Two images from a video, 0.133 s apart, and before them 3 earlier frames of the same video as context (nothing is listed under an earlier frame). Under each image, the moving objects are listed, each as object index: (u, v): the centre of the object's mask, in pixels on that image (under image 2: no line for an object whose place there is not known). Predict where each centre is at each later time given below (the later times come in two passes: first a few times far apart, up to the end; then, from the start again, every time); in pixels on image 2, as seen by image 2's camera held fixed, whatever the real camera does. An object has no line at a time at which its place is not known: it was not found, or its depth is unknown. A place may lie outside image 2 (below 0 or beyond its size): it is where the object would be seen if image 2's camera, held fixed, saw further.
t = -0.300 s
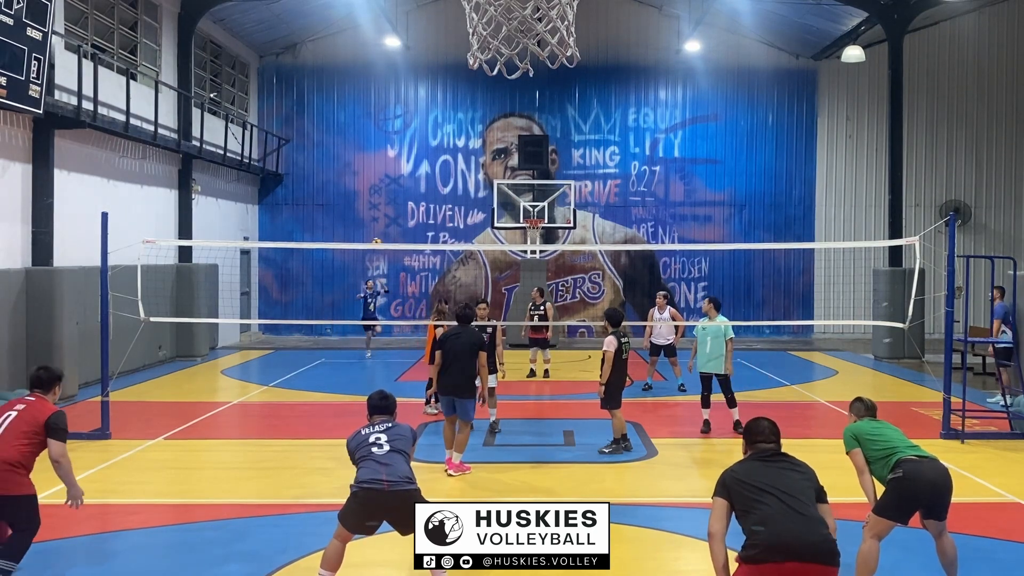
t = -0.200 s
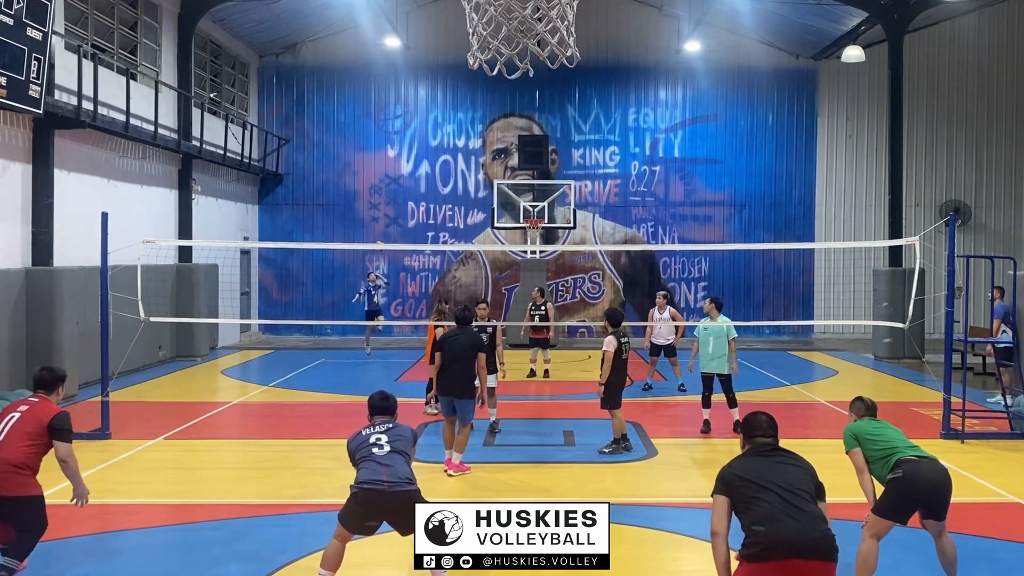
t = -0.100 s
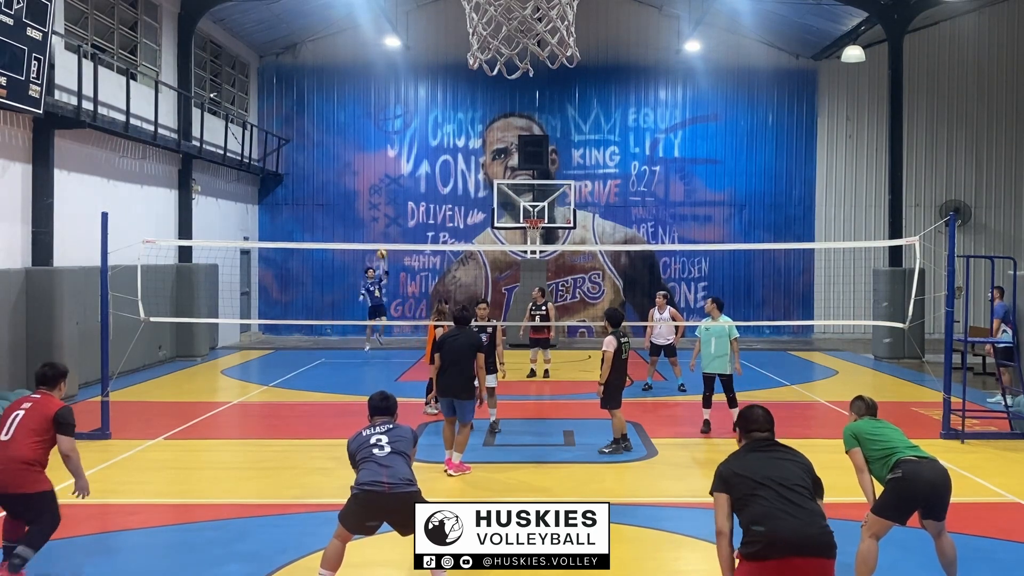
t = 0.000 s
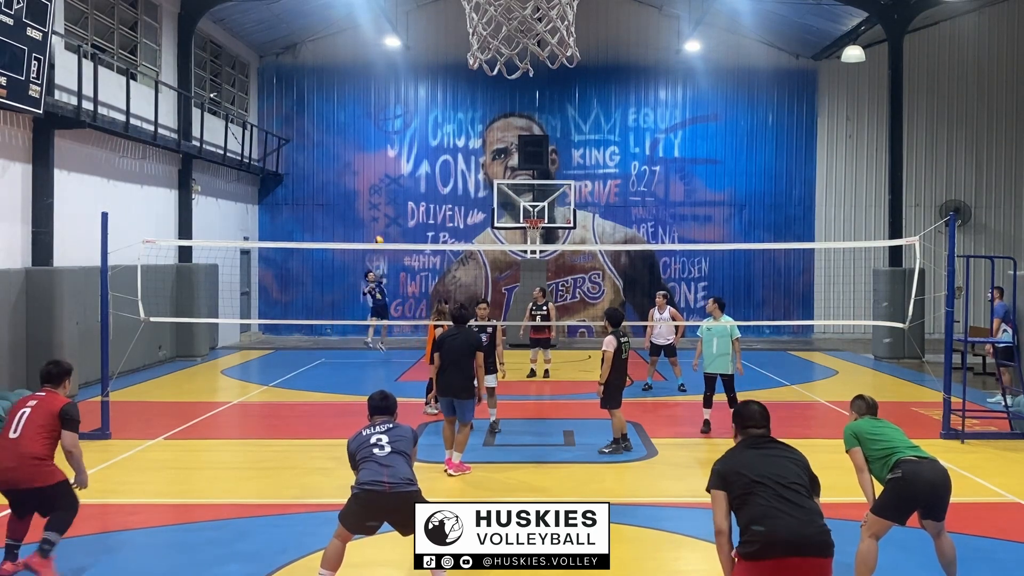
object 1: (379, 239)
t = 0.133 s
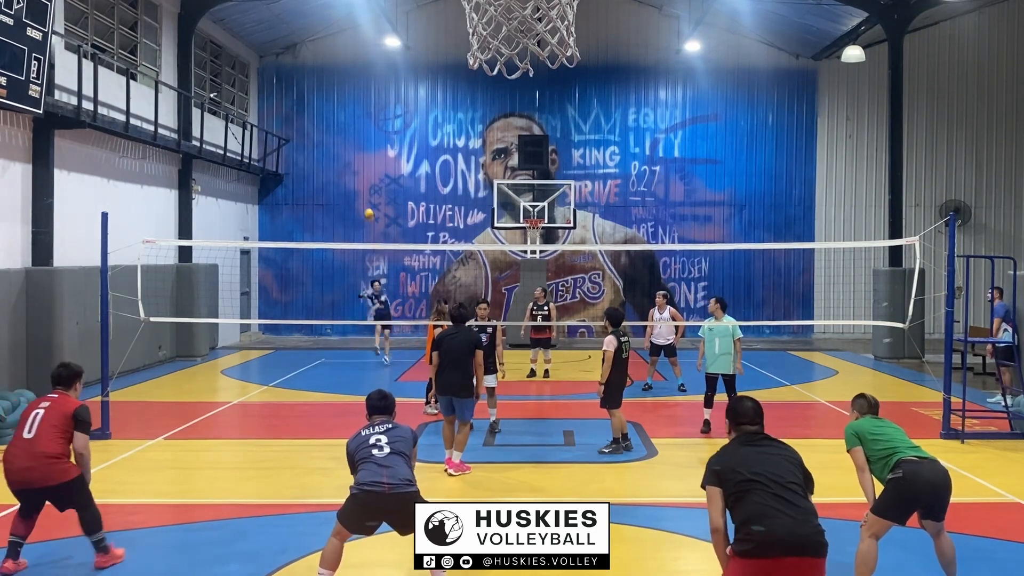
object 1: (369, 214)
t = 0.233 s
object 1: (363, 197)
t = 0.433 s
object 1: (348, 176)
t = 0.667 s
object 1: (327, 181)
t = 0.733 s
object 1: (320, 192)
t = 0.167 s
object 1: (367, 208)
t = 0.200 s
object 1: (365, 202)
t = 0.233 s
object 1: (363, 197)
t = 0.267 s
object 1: (361, 192)
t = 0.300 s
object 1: (358, 188)
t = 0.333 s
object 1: (356, 184)
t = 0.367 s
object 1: (353, 181)
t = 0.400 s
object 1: (351, 177)
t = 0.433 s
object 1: (348, 176)
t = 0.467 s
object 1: (345, 175)
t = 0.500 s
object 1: (343, 174)
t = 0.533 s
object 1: (340, 174)
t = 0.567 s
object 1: (337, 174)
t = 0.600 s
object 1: (333, 175)
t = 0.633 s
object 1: (330, 178)
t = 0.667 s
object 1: (327, 181)
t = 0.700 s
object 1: (323, 185)
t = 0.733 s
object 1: (320, 192)
